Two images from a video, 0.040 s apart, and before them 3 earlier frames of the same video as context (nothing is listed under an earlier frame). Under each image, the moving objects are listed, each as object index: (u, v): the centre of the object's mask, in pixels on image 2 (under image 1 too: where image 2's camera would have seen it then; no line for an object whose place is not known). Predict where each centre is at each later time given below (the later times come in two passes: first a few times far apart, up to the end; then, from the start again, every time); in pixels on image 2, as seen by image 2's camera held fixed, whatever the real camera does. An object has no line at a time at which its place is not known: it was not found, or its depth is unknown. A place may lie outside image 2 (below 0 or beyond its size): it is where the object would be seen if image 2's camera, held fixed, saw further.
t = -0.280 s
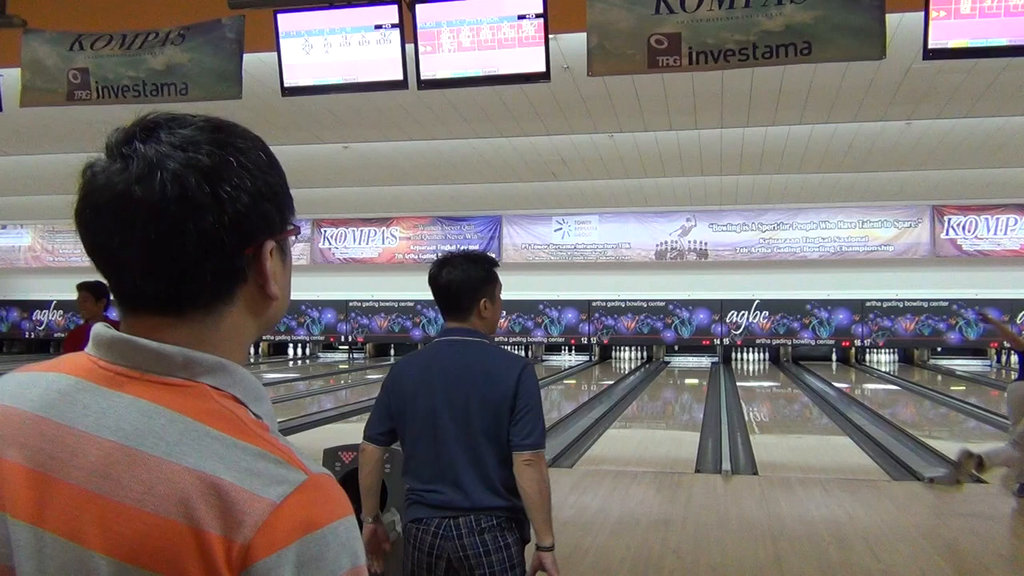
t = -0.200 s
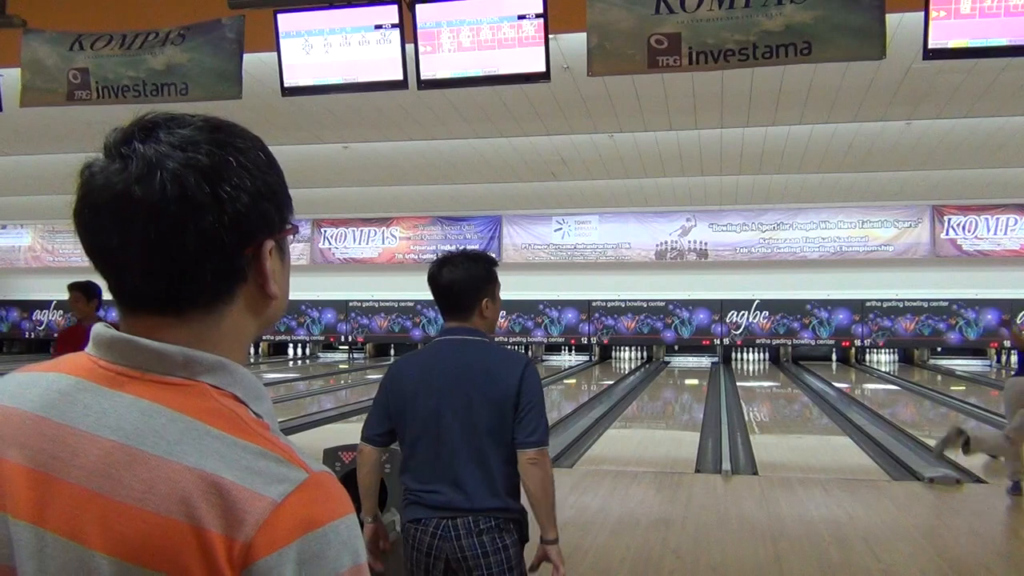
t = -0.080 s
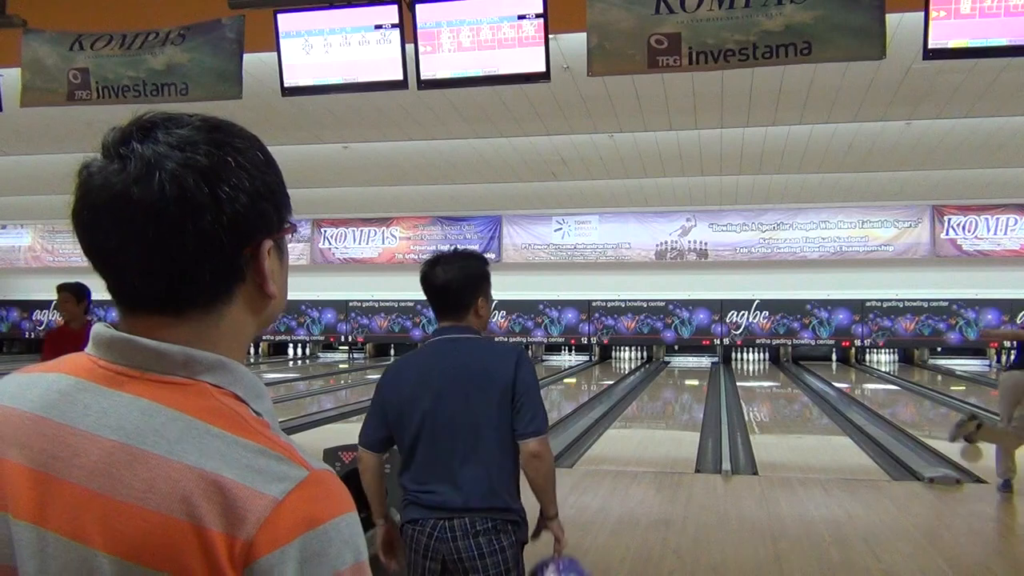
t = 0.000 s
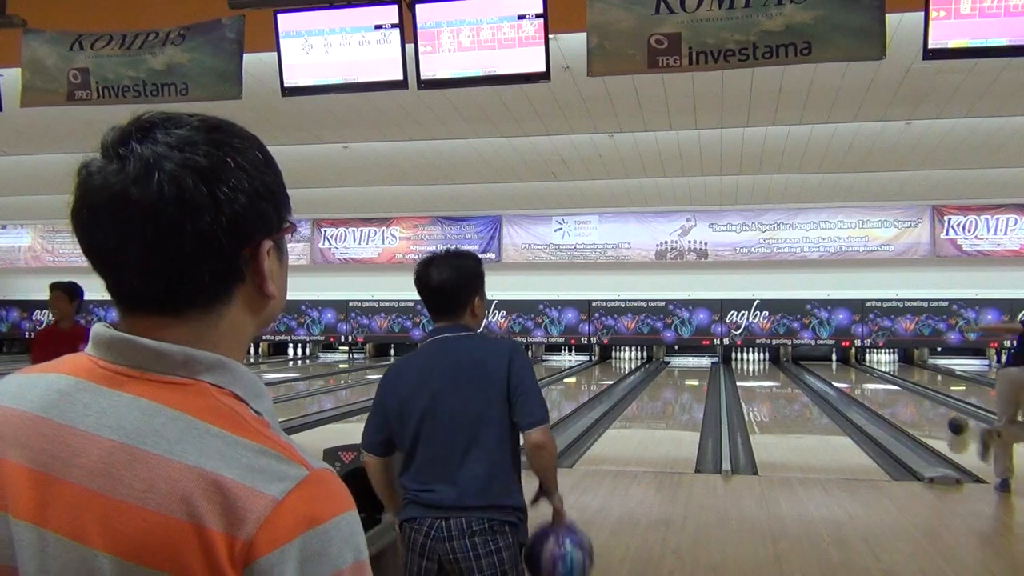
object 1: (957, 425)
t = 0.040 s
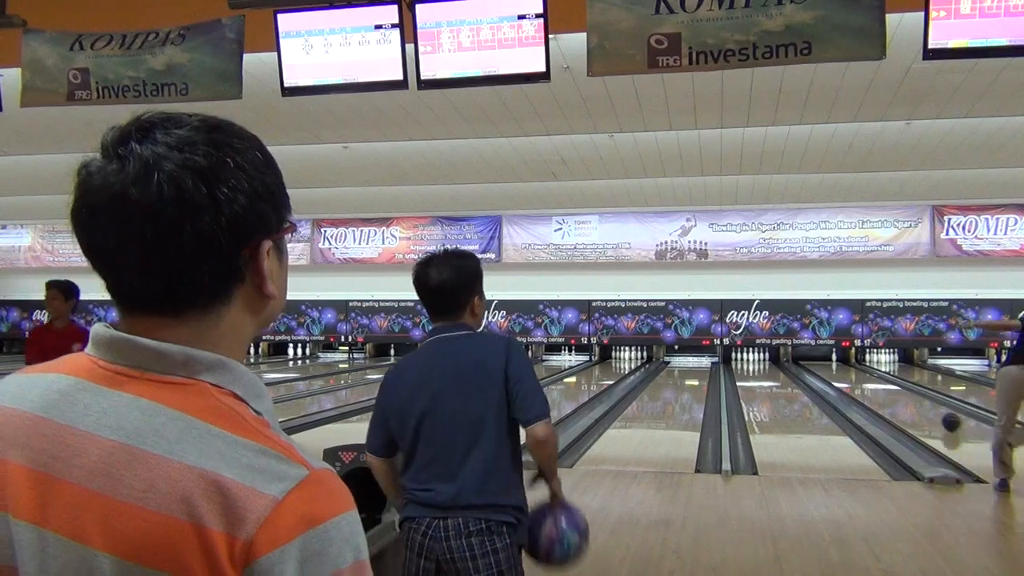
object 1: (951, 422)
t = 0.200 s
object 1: (930, 410)
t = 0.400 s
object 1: (909, 398)
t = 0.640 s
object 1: (890, 388)
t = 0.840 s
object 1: (876, 381)
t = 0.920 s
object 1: (873, 379)
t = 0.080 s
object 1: (945, 418)
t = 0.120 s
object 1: (940, 415)
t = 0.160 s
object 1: (935, 413)
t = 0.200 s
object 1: (930, 410)
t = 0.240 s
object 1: (925, 407)
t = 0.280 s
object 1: (920, 405)
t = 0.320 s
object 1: (917, 403)
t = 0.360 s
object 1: (913, 400)
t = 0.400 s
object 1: (909, 398)
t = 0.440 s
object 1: (906, 397)
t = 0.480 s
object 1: (902, 395)
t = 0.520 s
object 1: (899, 393)
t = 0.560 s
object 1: (896, 392)
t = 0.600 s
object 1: (893, 389)
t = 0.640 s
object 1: (890, 388)
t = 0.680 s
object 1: (887, 387)
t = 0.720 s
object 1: (884, 385)
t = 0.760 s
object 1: (881, 383)
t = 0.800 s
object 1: (879, 382)
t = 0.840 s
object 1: (876, 381)
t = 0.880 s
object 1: (874, 380)
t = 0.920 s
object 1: (873, 379)
